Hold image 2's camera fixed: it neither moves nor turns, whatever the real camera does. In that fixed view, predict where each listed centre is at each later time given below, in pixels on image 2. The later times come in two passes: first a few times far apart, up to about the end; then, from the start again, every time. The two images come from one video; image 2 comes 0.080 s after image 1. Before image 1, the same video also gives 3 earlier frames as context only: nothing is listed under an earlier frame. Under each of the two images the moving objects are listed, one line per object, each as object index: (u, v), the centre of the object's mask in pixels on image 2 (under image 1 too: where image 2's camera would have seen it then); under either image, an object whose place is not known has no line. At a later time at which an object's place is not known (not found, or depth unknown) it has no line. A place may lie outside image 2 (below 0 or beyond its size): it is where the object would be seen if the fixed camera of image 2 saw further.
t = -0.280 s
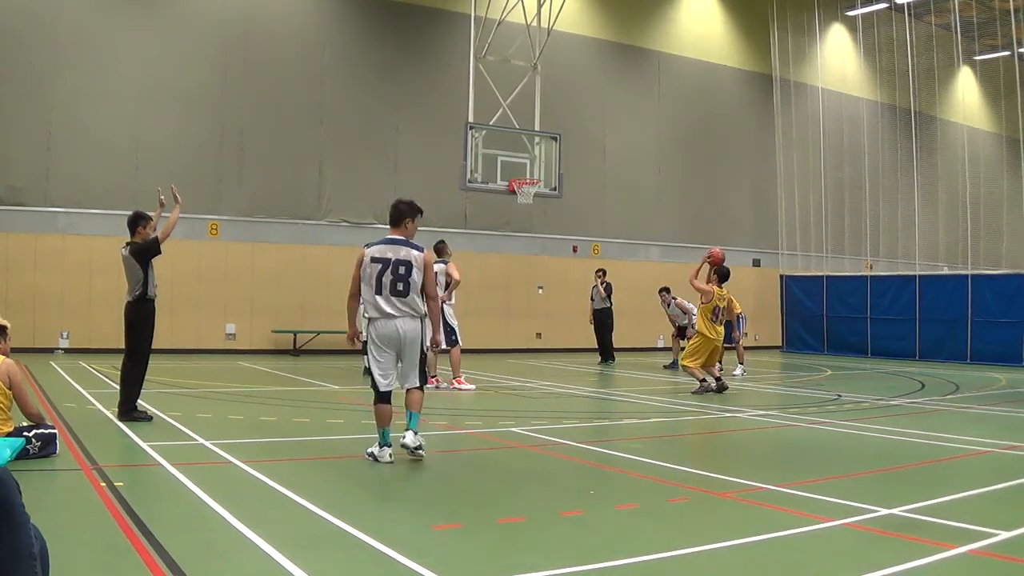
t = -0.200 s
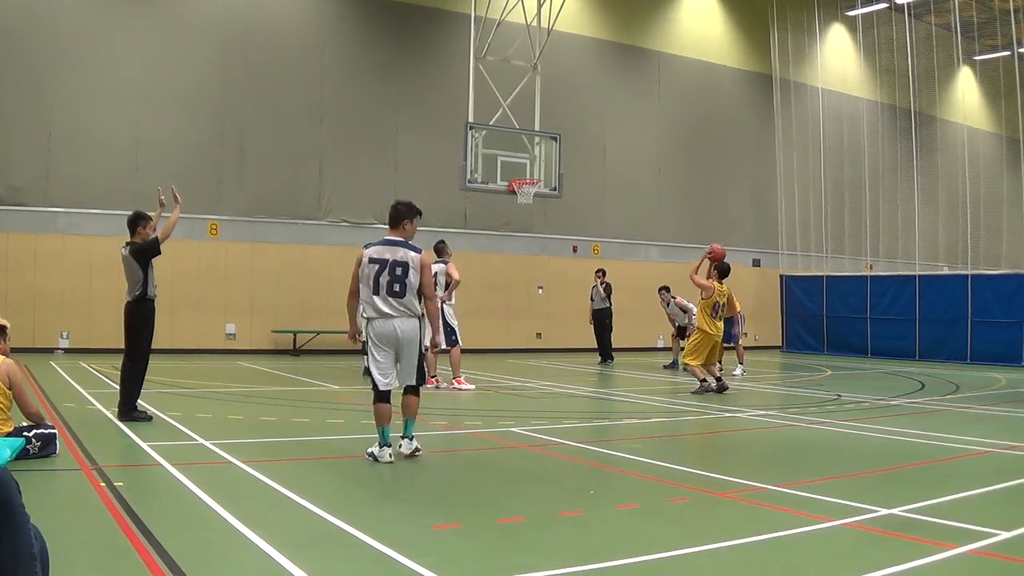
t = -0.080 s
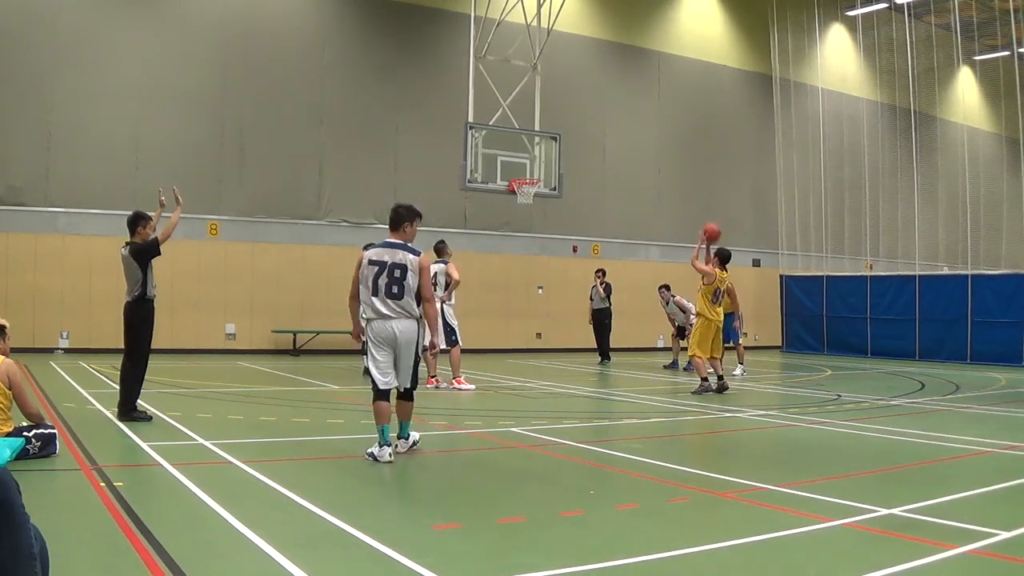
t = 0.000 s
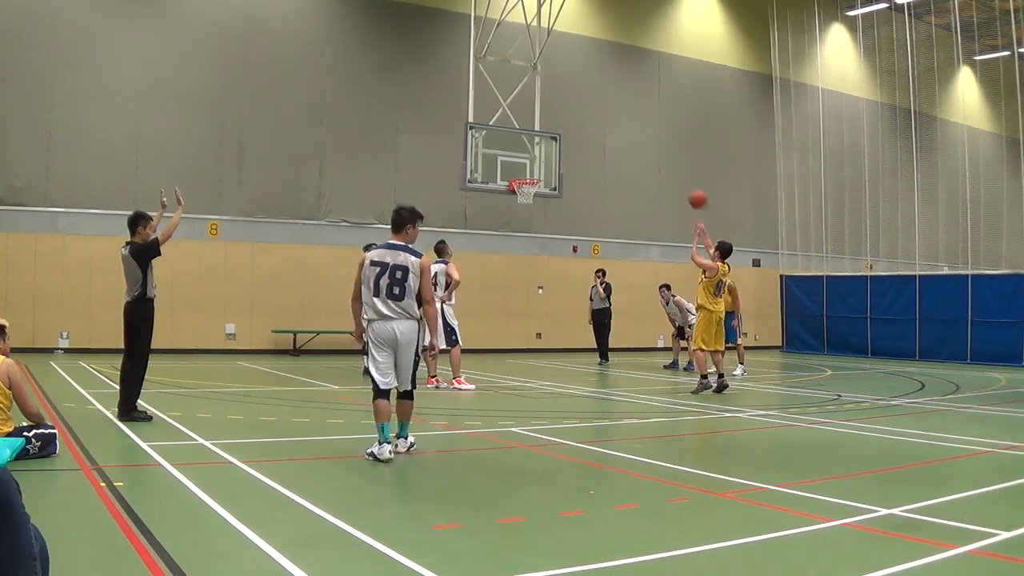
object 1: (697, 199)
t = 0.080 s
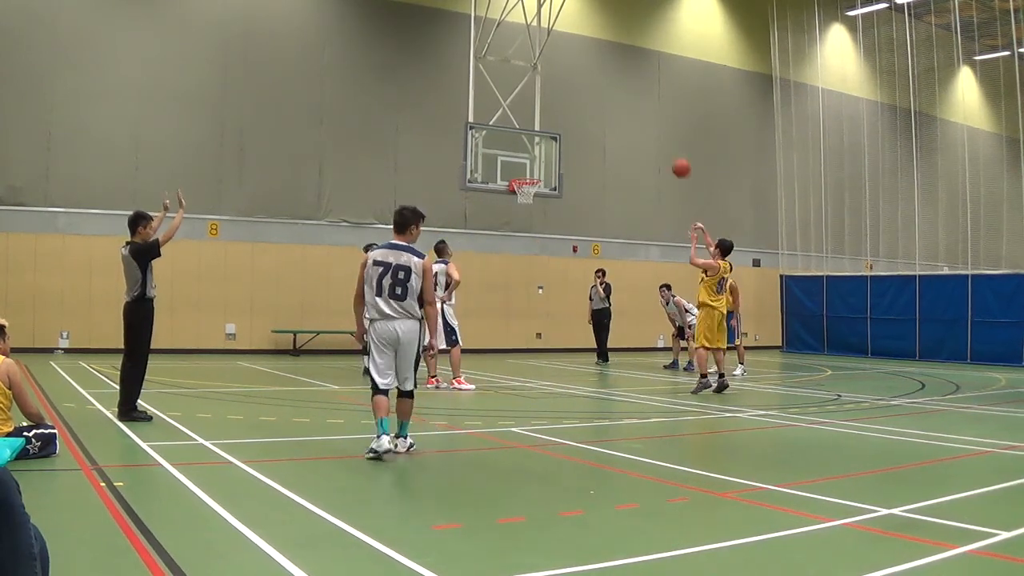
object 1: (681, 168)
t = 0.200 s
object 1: (657, 134)
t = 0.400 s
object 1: (620, 102)
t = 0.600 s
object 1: (587, 100)
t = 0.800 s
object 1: (557, 122)
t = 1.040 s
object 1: (523, 175)
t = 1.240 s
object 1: (524, 198)
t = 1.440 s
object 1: (535, 225)
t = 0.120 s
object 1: (673, 155)
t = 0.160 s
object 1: (665, 144)
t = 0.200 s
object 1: (657, 134)
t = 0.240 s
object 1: (649, 125)
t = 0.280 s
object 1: (642, 117)
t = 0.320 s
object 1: (634, 111)
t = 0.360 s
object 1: (627, 106)
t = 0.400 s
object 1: (620, 102)
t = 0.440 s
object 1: (613, 100)
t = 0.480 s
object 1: (607, 98)
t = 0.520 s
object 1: (600, 98)
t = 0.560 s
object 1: (593, 98)
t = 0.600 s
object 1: (587, 100)
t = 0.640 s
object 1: (581, 102)
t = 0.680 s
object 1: (575, 106)
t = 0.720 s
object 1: (569, 111)
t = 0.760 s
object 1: (563, 116)
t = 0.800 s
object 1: (557, 122)
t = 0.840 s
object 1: (552, 130)
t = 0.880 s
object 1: (545, 137)
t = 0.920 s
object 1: (539, 147)
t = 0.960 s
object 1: (533, 156)
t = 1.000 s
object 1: (529, 167)
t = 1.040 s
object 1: (523, 175)
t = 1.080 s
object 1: (517, 186)
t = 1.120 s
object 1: (517, 194)
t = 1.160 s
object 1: (519, 195)
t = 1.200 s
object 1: (521, 196)
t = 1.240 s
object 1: (524, 198)
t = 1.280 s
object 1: (526, 202)
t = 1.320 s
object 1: (528, 206)
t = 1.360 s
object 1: (530, 212)
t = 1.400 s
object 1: (533, 218)
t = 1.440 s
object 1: (535, 225)
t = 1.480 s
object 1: (537, 234)
